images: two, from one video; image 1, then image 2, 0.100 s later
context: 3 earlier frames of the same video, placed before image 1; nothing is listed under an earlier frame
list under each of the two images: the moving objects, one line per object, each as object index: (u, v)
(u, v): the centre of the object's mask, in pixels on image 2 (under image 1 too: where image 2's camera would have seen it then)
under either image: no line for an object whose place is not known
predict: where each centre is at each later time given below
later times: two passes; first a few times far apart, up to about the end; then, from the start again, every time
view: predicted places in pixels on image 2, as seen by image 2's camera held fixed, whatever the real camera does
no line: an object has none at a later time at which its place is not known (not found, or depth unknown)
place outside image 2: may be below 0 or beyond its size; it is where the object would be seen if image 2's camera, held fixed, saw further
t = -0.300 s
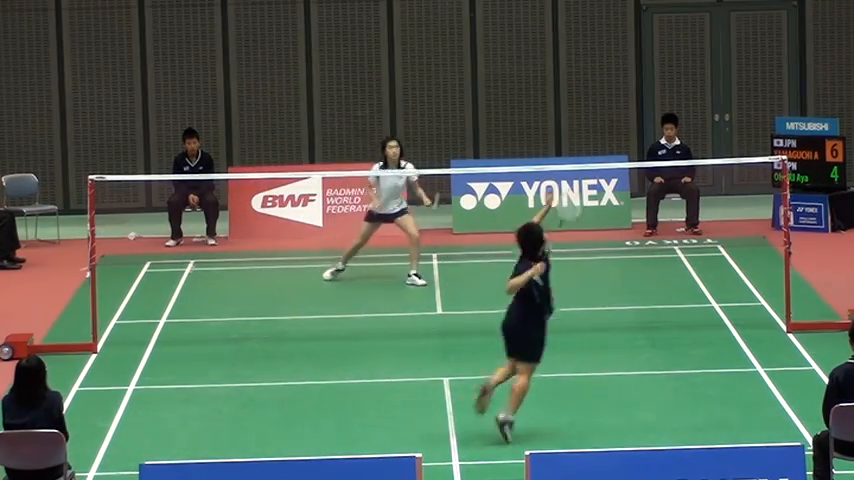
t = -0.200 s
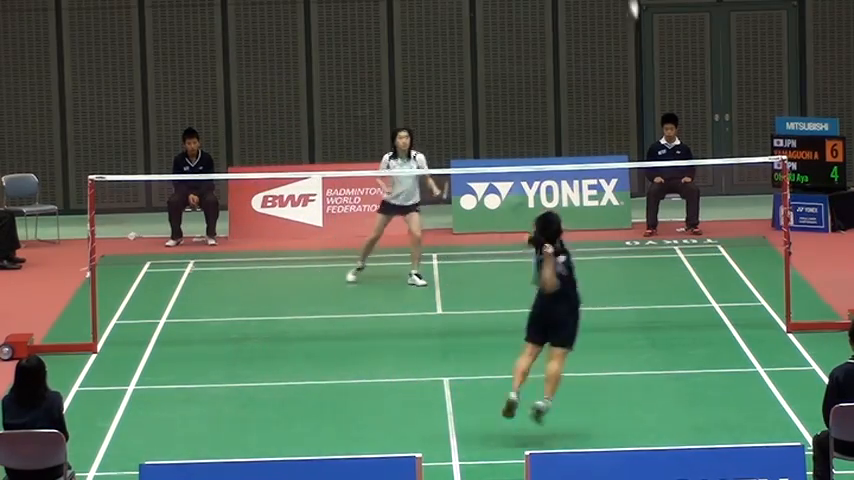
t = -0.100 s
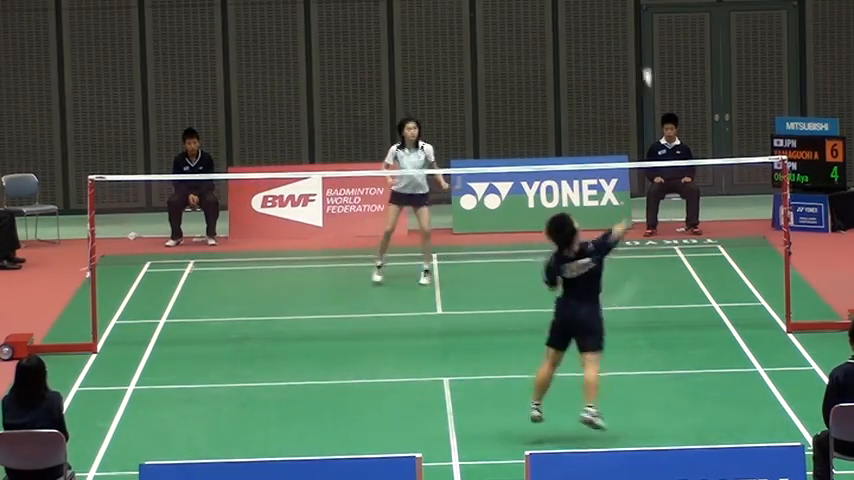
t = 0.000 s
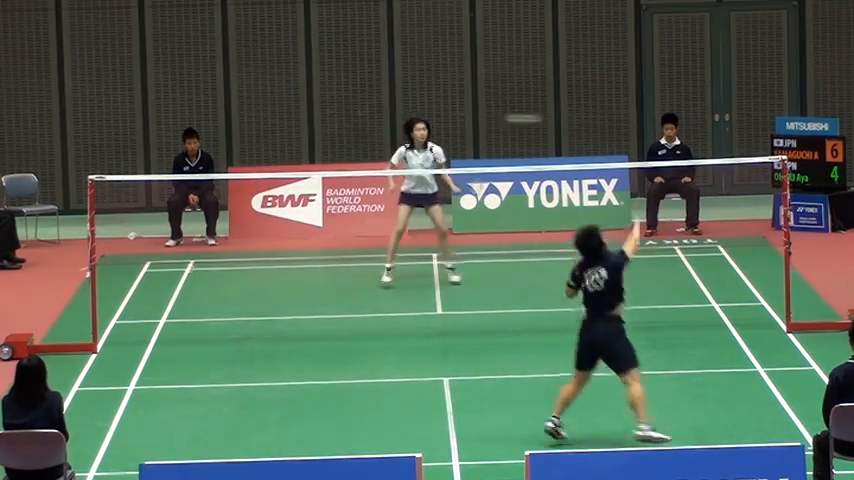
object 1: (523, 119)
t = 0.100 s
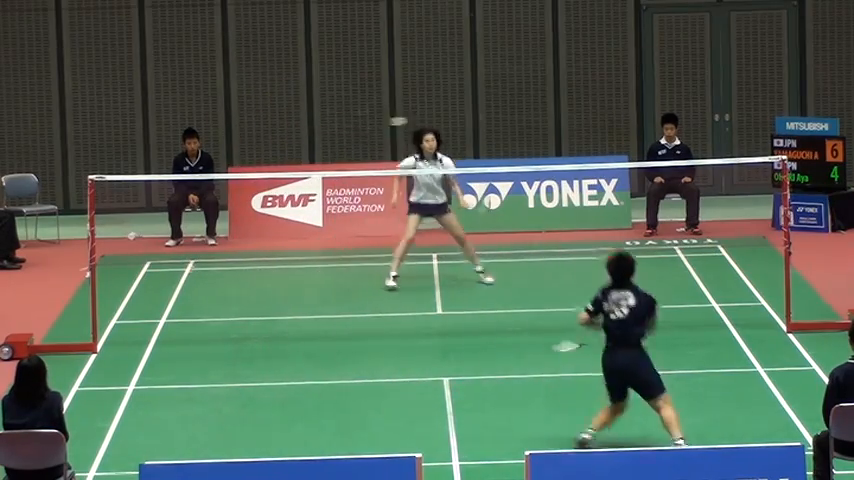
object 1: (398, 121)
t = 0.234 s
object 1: (319, 135)
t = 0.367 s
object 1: (273, 158)
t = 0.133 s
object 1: (373, 124)
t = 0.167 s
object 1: (352, 127)
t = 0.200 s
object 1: (334, 131)
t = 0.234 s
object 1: (319, 135)
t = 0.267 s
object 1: (305, 140)
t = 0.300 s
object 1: (294, 146)
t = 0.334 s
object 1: (282, 152)
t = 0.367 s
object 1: (273, 158)
